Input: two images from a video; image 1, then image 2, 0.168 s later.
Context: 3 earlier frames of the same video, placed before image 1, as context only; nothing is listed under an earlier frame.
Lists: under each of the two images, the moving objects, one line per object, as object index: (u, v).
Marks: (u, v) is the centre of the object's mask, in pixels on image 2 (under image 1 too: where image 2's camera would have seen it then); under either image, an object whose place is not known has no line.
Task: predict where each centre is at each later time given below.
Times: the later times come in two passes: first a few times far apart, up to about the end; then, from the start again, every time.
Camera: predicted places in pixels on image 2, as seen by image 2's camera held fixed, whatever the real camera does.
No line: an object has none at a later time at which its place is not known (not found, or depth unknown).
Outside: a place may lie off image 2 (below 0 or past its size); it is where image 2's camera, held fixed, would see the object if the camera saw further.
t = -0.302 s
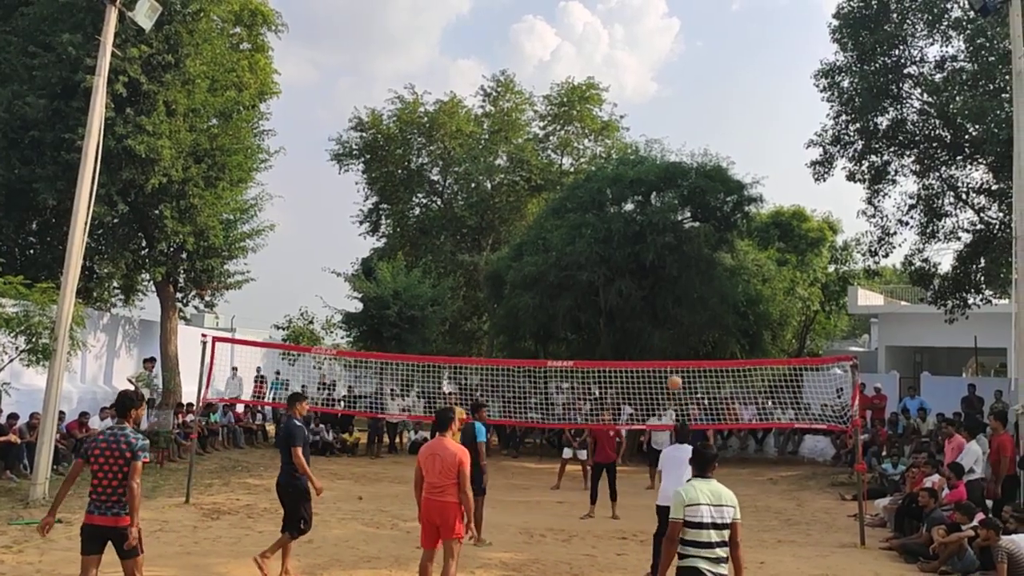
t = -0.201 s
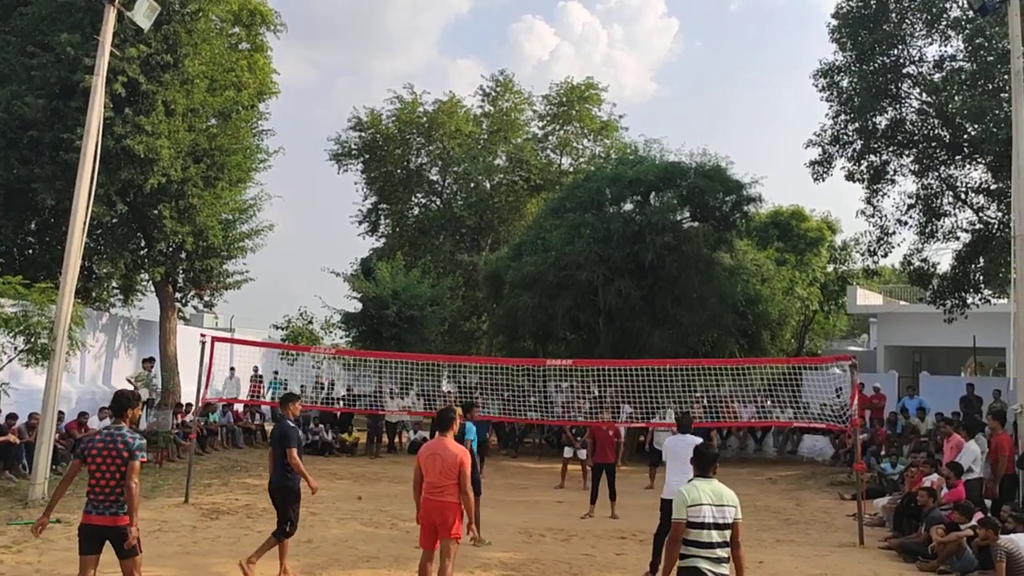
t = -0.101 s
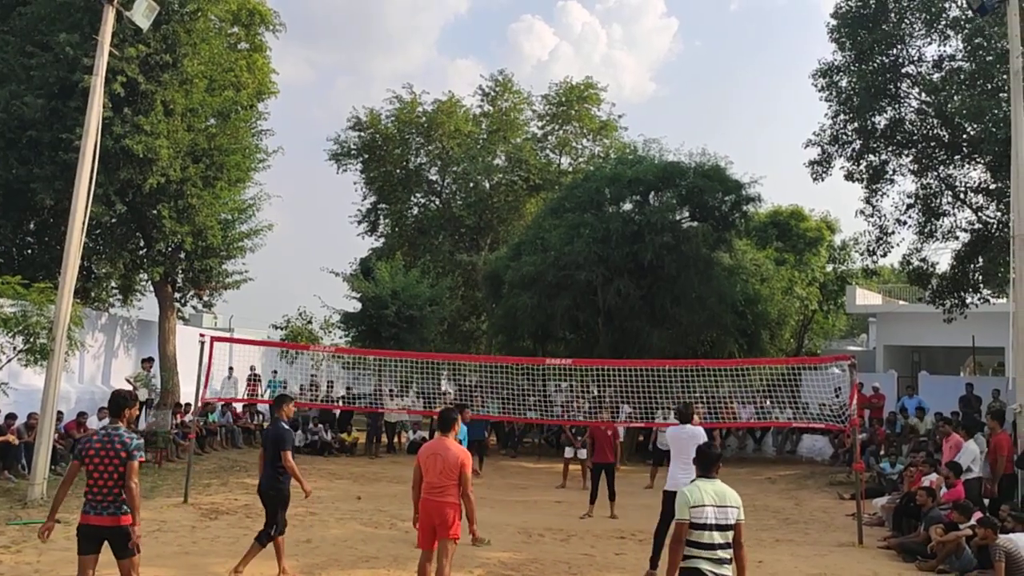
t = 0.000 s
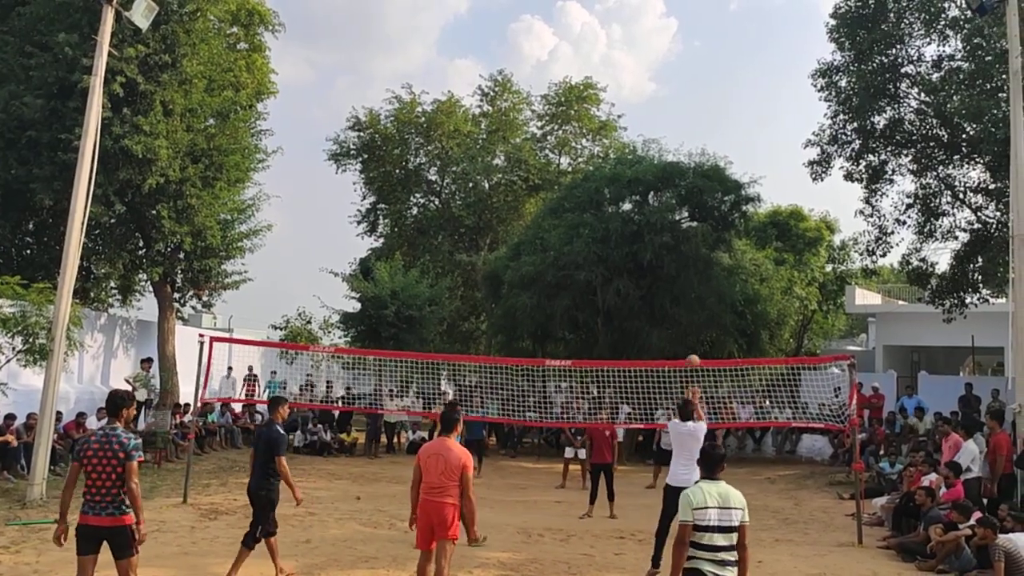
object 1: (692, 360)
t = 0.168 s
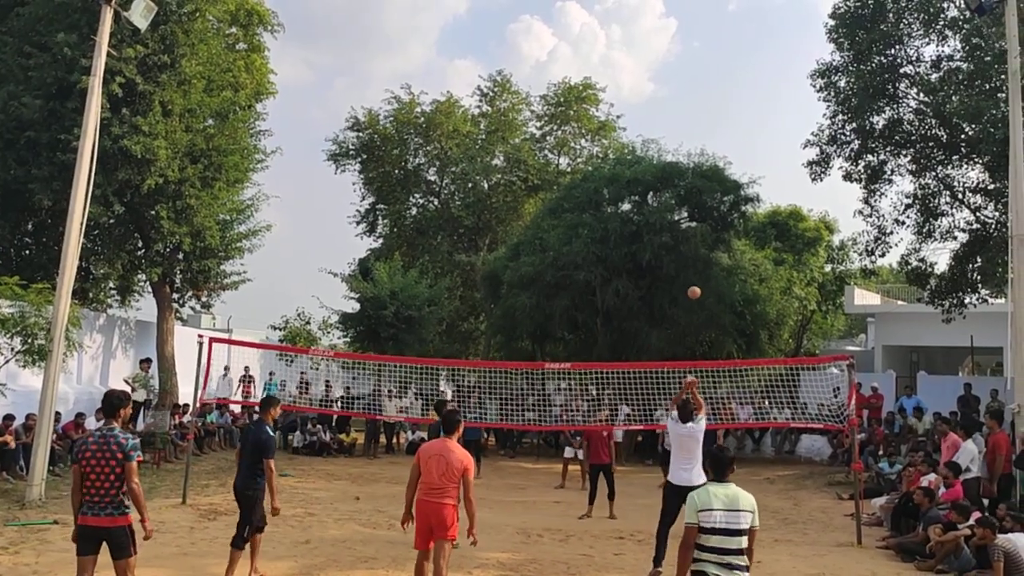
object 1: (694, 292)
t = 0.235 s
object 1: (694, 273)
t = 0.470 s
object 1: (696, 237)
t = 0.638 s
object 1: (697, 241)
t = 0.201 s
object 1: (694, 282)
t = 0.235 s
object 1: (694, 273)
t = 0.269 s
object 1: (694, 265)
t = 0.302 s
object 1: (695, 259)
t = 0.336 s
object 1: (695, 253)
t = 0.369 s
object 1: (695, 248)
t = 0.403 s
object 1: (695, 244)
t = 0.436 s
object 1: (696, 241)
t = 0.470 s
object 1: (696, 237)
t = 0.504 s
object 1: (696, 237)
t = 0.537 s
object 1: (696, 237)
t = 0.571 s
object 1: (696, 237)
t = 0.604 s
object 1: (697, 239)
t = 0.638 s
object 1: (697, 241)
